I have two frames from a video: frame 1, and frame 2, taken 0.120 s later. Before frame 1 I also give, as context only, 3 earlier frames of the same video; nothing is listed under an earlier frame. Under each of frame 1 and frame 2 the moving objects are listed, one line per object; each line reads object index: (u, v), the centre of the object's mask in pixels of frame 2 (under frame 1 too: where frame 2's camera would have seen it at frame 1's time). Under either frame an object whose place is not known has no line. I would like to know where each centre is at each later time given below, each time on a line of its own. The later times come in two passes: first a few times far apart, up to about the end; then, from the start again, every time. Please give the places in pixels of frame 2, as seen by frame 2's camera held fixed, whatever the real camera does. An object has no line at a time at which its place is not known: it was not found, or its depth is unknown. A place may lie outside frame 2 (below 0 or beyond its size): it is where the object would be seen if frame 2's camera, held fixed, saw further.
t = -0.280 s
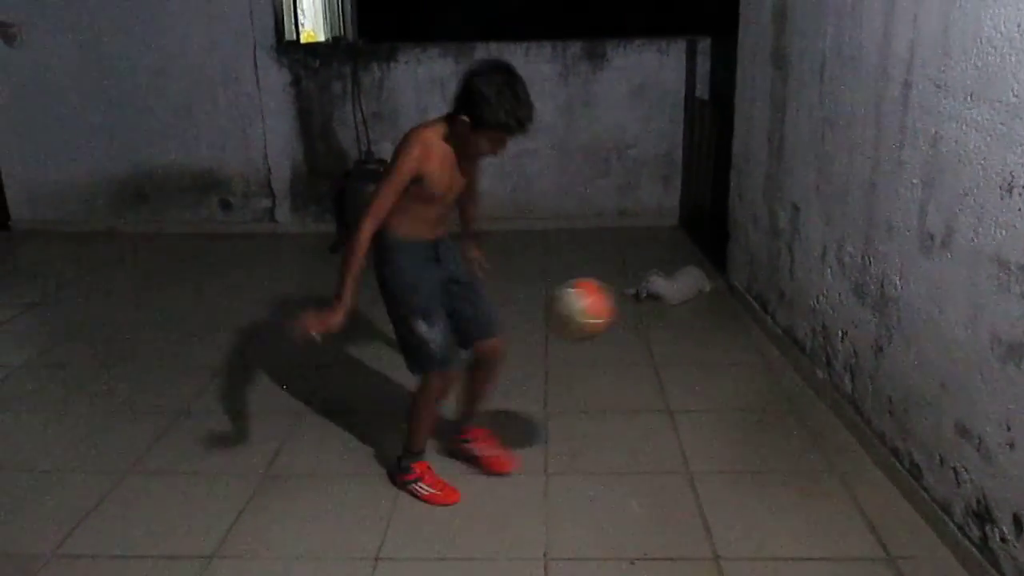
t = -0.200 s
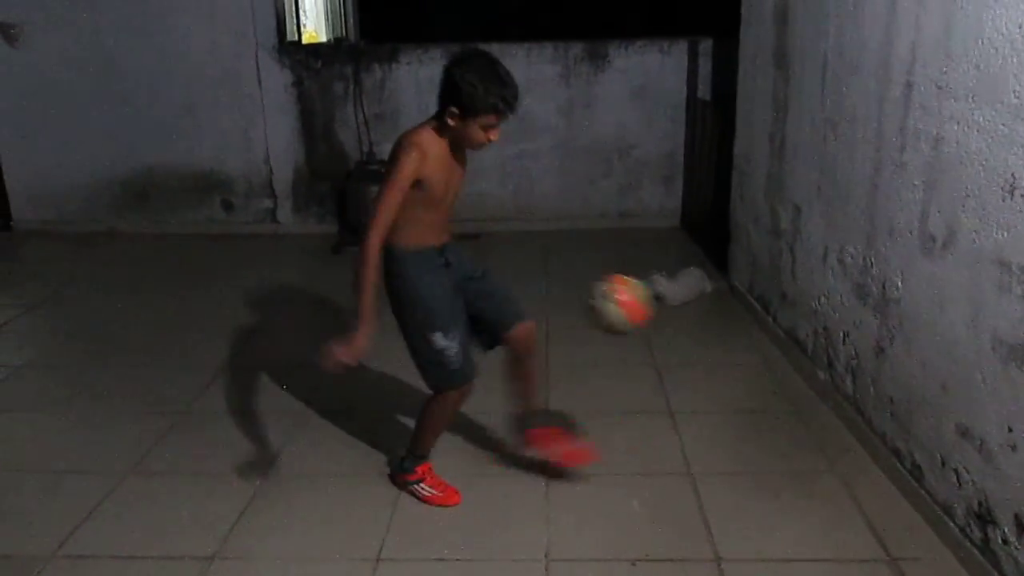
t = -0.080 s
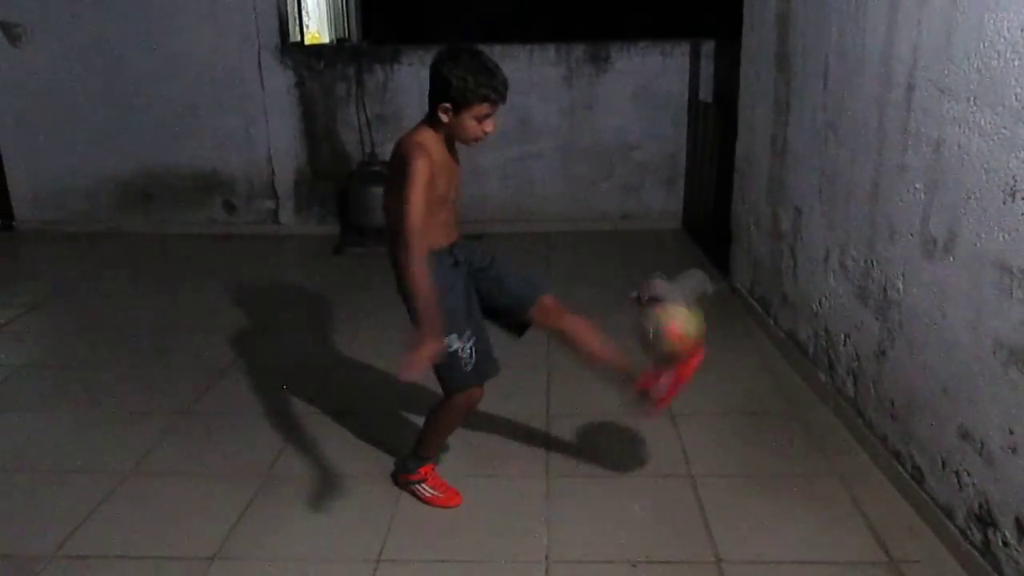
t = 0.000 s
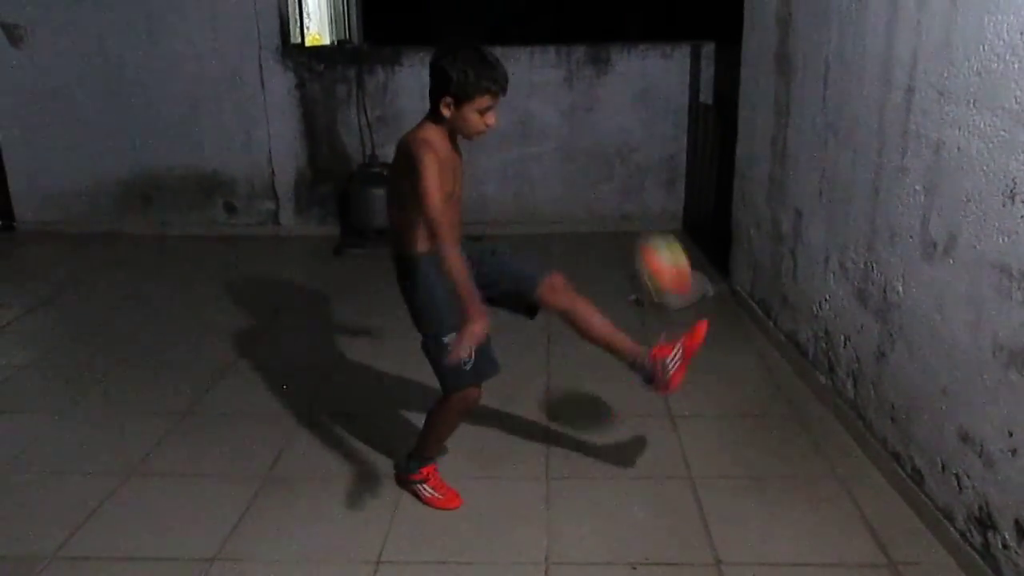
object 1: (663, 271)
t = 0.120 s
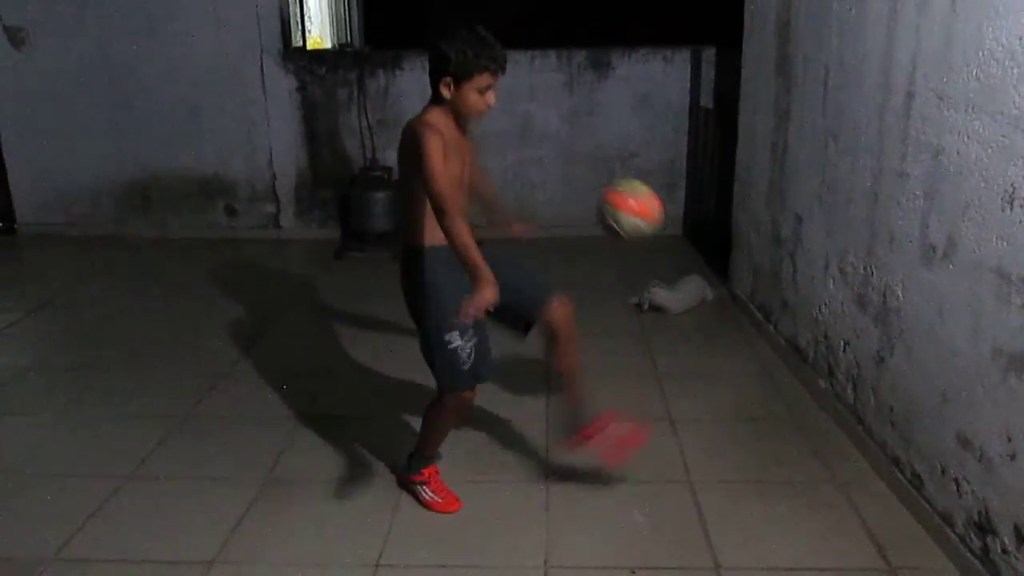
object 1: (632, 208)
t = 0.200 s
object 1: (612, 195)
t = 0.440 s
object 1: (556, 281)
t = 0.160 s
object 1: (621, 199)
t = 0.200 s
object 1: (612, 195)
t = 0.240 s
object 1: (601, 197)
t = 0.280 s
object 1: (590, 204)
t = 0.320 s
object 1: (581, 217)
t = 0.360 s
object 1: (572, 233)
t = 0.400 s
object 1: (565, 253)
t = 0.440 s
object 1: (556, 281)
